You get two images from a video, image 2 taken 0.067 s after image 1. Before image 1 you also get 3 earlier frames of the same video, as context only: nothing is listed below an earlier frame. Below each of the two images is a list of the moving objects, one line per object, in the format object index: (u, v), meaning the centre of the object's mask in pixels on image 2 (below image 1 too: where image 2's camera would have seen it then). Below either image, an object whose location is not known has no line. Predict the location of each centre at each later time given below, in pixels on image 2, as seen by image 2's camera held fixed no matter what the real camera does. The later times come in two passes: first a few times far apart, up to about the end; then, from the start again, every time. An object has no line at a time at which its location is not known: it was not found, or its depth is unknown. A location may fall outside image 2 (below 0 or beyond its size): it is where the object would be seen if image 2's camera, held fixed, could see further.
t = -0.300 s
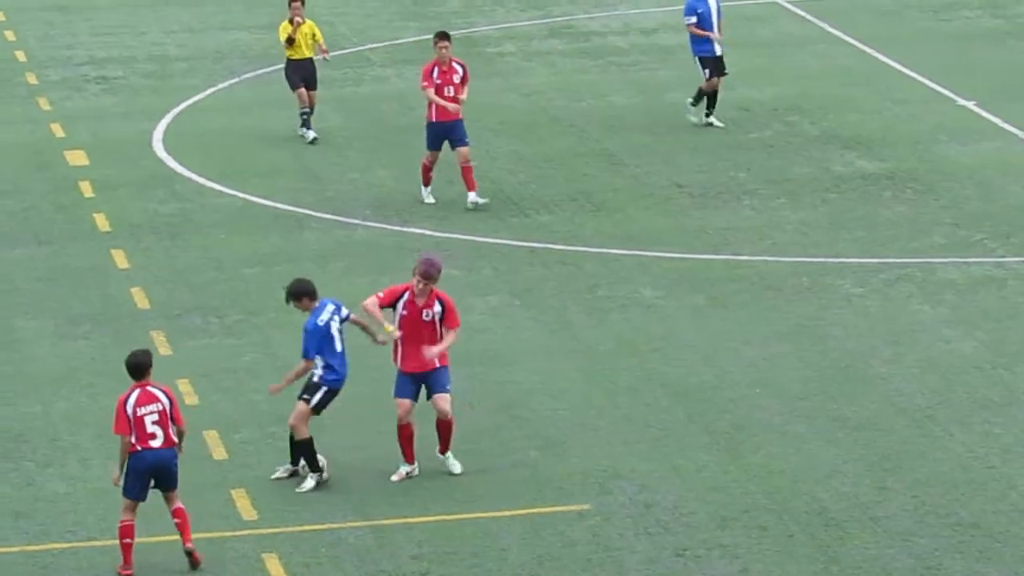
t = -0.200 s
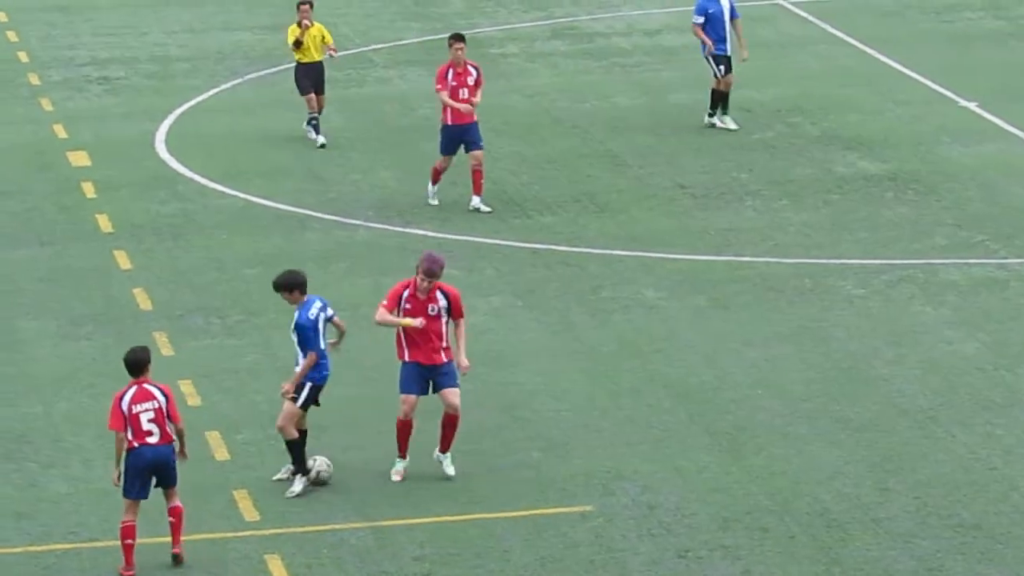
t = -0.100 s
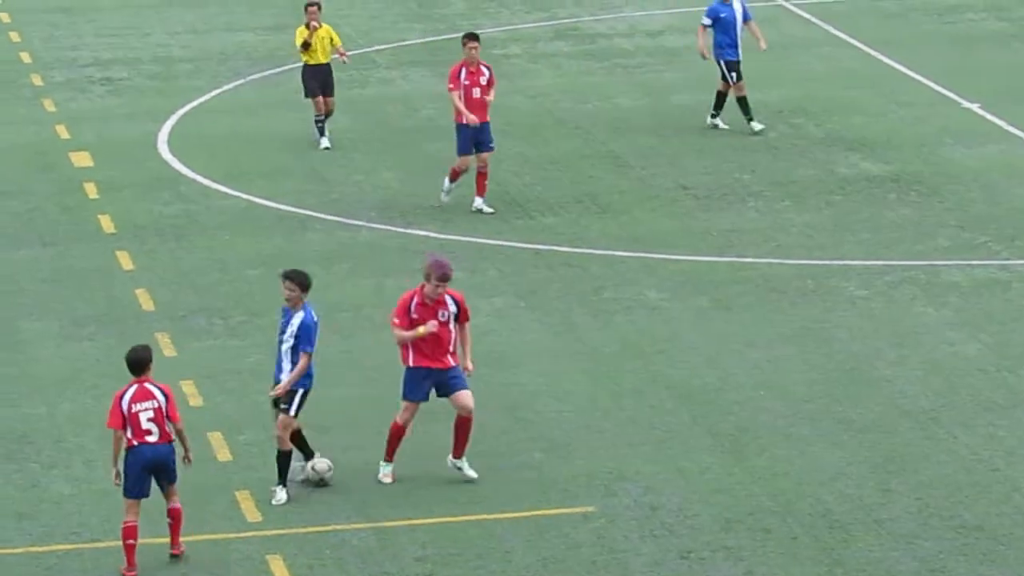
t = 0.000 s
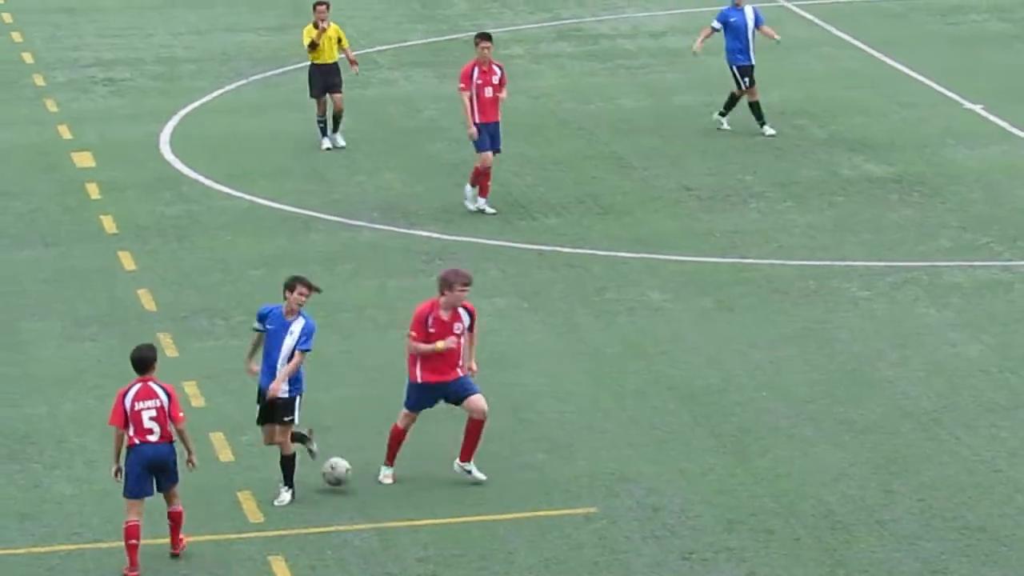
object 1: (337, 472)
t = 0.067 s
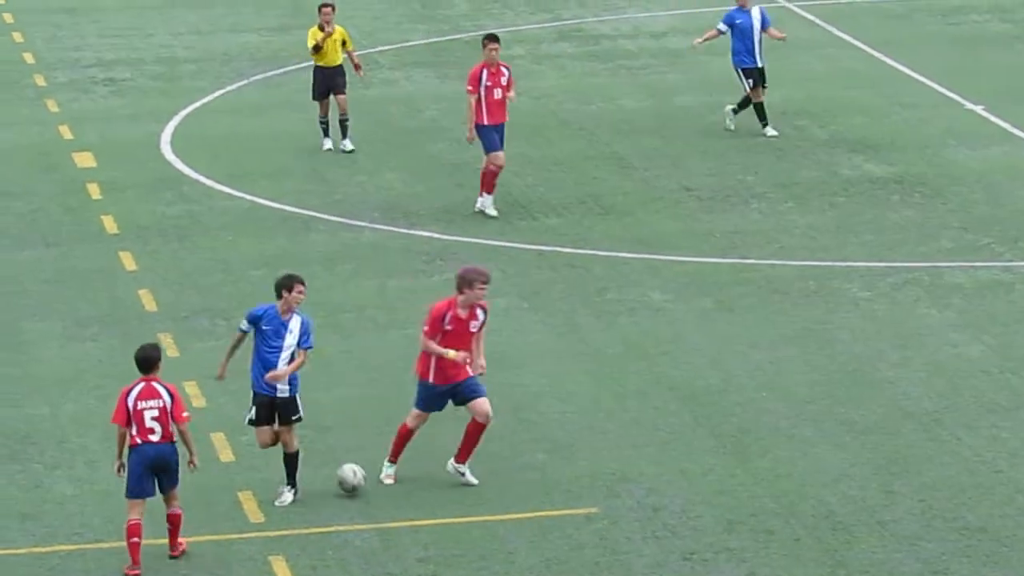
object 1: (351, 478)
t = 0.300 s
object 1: (381, 494)
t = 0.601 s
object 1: (421, 509)
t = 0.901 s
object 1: (460, 525)
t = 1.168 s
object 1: (493, 538)
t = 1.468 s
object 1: (532, 550)
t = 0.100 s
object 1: (357, 483)
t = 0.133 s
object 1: (362, 485)
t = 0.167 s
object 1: (365, 483)
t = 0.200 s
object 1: (369, 486)
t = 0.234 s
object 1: (373, 489)
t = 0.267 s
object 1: (377, 493)
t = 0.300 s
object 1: (381, 494)
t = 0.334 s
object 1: (385, 495)
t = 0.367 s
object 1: (390, 496)
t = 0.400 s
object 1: (395, 499)
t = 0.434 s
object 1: (399, 501)
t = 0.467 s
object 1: (404, 503)
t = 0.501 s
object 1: (408, 505)
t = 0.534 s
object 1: (412, 505)
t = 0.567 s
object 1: (415, 508)
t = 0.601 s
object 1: (421, 509)
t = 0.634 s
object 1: (426, 511)
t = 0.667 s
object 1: (430, 513)
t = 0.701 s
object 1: (433, 515)
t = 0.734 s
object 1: (438, 516)
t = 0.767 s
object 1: (443, 519)
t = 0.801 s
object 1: (447, 520)
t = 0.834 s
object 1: (451, 522)
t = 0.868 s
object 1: (455, 524)
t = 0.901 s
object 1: (460, 525)
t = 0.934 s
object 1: (464, 526)
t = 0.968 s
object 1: (468, 529)
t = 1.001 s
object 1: (473, 530)
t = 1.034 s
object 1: (476, 532)
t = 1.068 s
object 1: (481, 534)
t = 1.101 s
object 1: (486, 535)
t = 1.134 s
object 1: (490, 537)
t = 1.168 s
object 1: (493, 538)
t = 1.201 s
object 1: (498, 539)
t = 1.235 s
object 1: (502, 542)
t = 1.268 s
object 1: (506, 542)
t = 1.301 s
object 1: (510, 544)
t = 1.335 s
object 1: (515, 546)
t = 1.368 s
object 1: (520, 547)
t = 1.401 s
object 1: (524, 549)
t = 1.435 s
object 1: (528, 549)
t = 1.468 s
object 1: (532, 550)
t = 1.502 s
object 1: (536, 551)
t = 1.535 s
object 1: (541, 553)
